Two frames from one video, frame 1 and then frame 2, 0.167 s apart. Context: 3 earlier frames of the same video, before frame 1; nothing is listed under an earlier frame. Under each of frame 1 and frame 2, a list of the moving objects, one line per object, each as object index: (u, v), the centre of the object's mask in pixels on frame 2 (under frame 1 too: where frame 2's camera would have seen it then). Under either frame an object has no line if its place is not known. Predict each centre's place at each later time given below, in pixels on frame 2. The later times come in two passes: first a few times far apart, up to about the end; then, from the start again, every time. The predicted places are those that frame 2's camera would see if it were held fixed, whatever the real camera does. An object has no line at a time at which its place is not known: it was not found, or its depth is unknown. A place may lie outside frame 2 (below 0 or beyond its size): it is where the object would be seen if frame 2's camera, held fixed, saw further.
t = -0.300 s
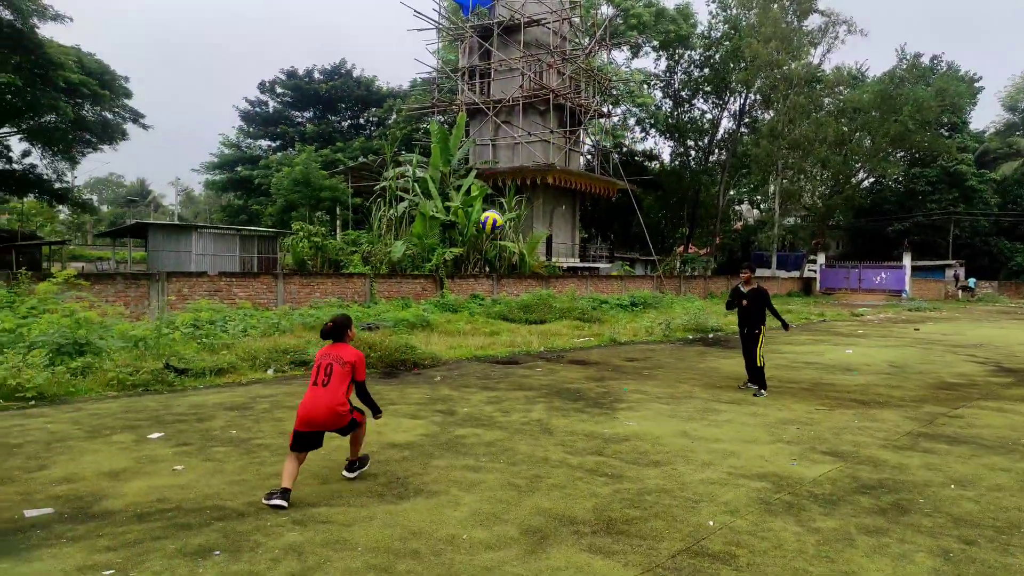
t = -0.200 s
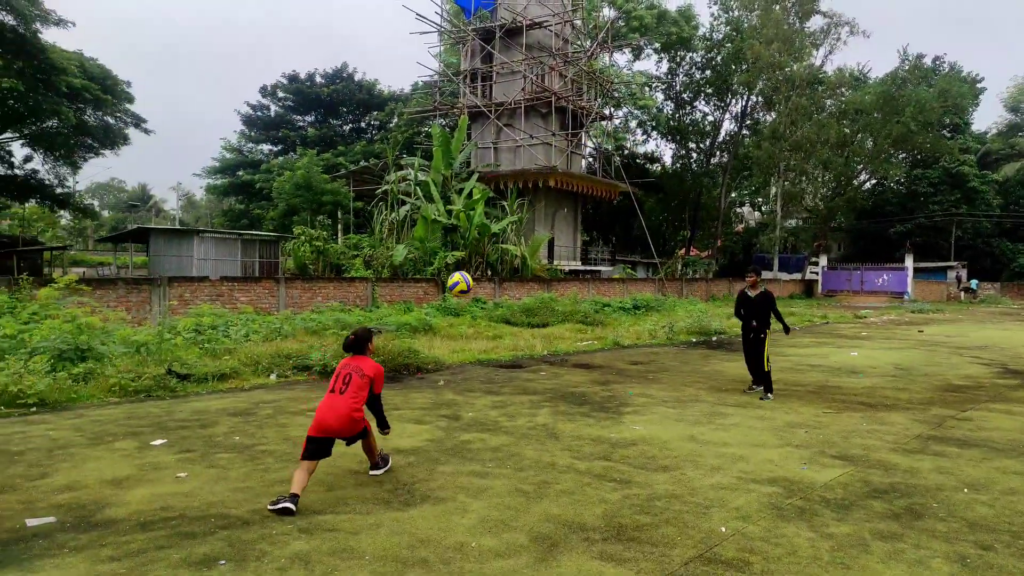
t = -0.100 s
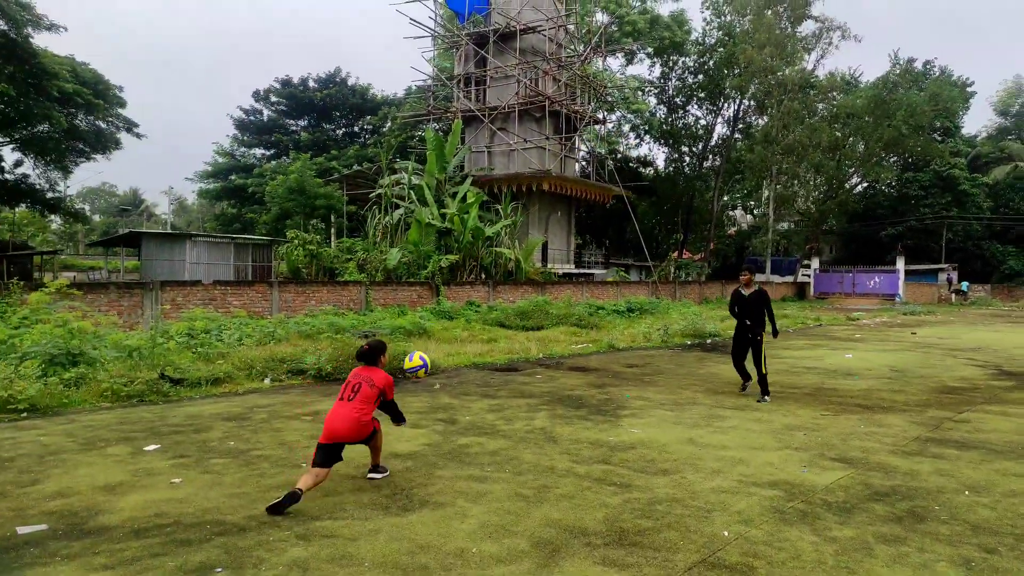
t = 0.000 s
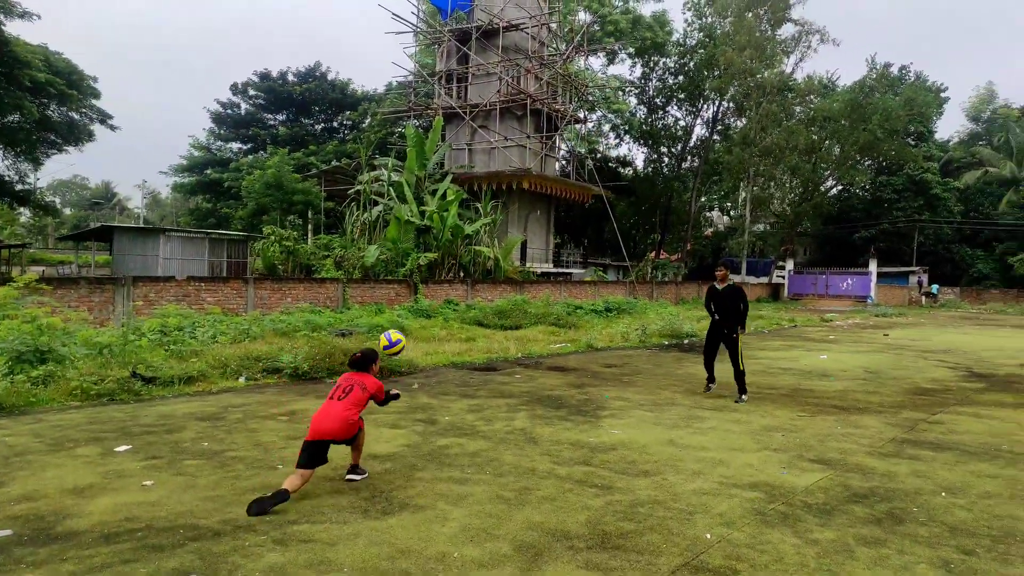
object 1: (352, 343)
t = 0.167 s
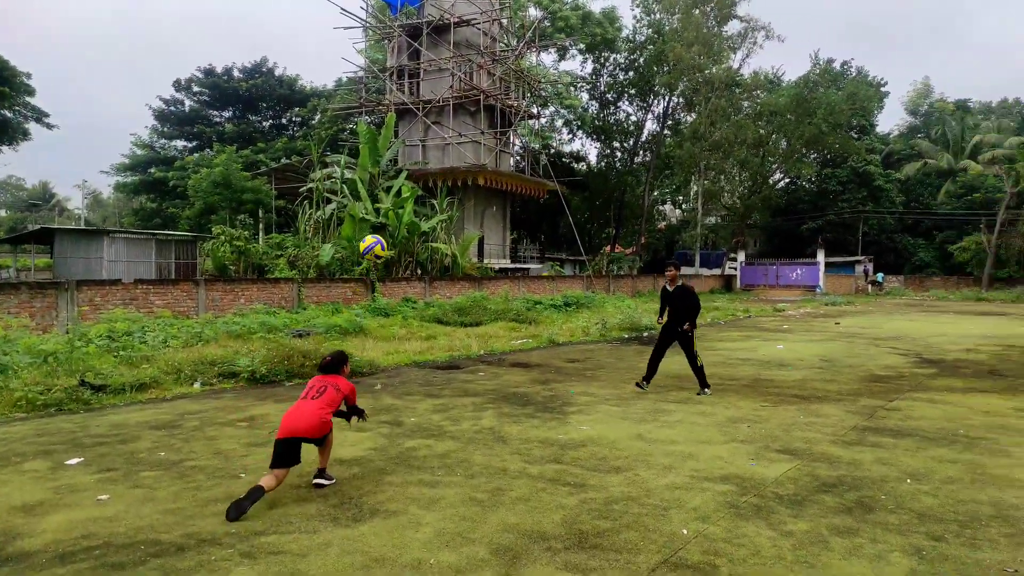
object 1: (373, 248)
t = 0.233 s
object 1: (382, 221)
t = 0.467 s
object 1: (407, 165)
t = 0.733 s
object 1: (431, 181)
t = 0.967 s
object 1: (455, 264)
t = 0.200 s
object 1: (377, 233)
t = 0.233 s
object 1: (382, 221)
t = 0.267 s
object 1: (385, 209)
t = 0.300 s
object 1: (388, 198)
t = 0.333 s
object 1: (392, 189)
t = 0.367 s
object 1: (396, 182)
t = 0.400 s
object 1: (400, 175)
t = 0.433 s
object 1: (403, 169)
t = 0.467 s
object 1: (407, 165)
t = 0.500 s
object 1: (410, 163)
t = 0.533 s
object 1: (413, 161)
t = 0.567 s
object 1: (417, 162)
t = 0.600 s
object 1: (420, 163)
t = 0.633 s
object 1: (424, 167)
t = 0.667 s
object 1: (428, 171)
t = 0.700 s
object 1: (429, 176)
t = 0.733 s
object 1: (431, 181)
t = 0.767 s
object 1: (435, 190)
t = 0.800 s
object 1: (439, 200)
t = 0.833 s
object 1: (442, 211)
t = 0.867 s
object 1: (446, 223)
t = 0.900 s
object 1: (449, 236)
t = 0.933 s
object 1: (452, 249)
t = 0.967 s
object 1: (455, 264)
